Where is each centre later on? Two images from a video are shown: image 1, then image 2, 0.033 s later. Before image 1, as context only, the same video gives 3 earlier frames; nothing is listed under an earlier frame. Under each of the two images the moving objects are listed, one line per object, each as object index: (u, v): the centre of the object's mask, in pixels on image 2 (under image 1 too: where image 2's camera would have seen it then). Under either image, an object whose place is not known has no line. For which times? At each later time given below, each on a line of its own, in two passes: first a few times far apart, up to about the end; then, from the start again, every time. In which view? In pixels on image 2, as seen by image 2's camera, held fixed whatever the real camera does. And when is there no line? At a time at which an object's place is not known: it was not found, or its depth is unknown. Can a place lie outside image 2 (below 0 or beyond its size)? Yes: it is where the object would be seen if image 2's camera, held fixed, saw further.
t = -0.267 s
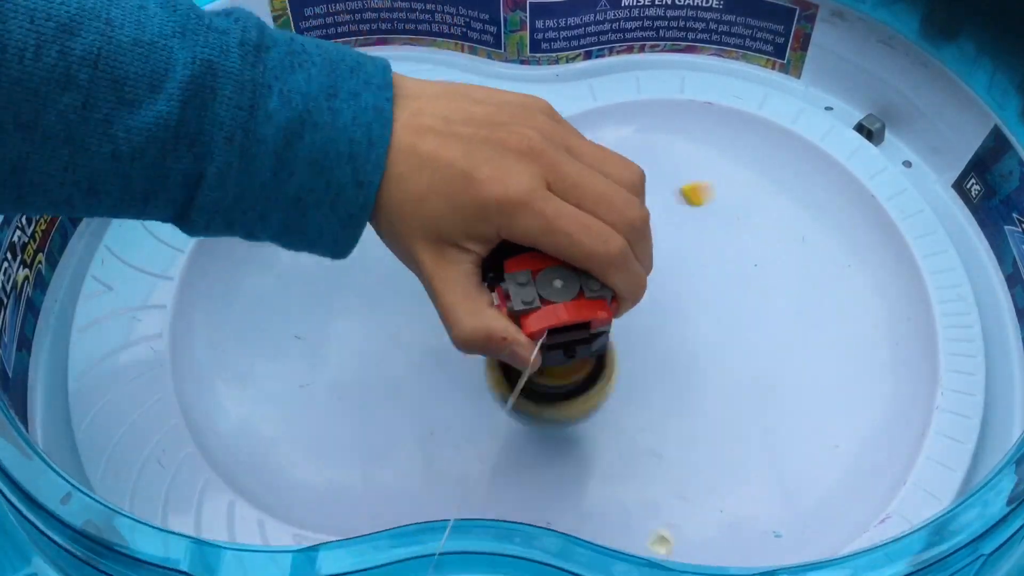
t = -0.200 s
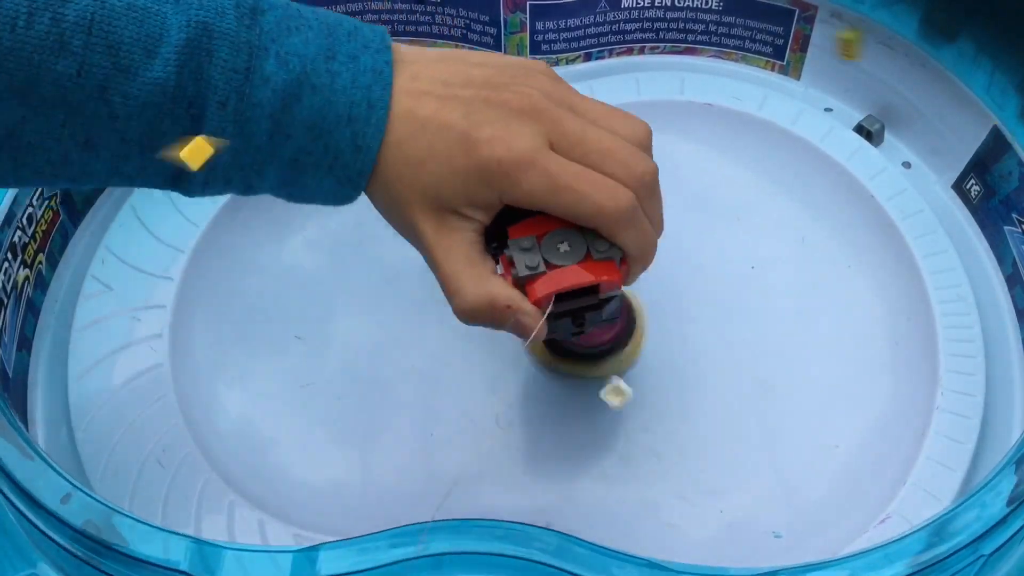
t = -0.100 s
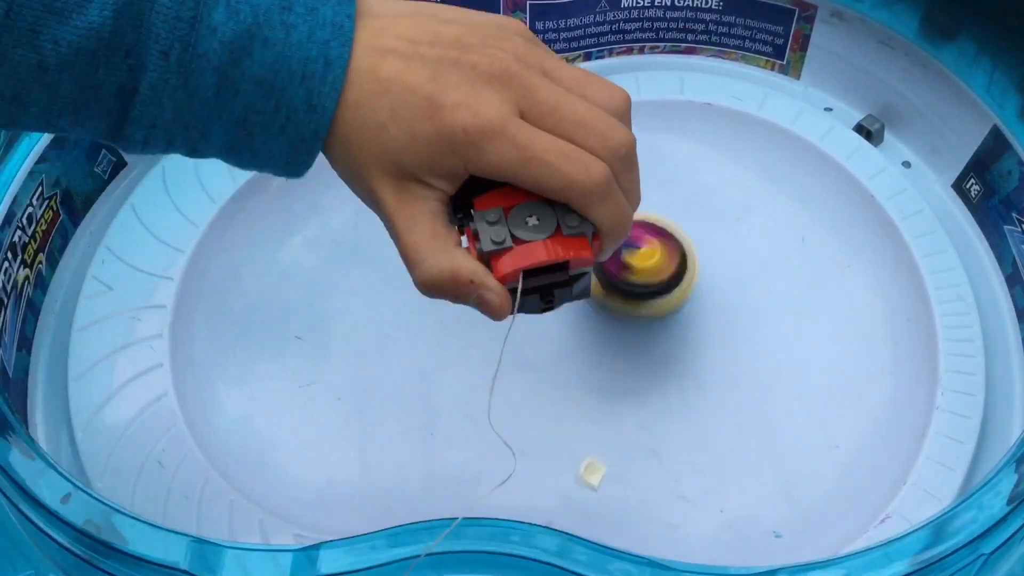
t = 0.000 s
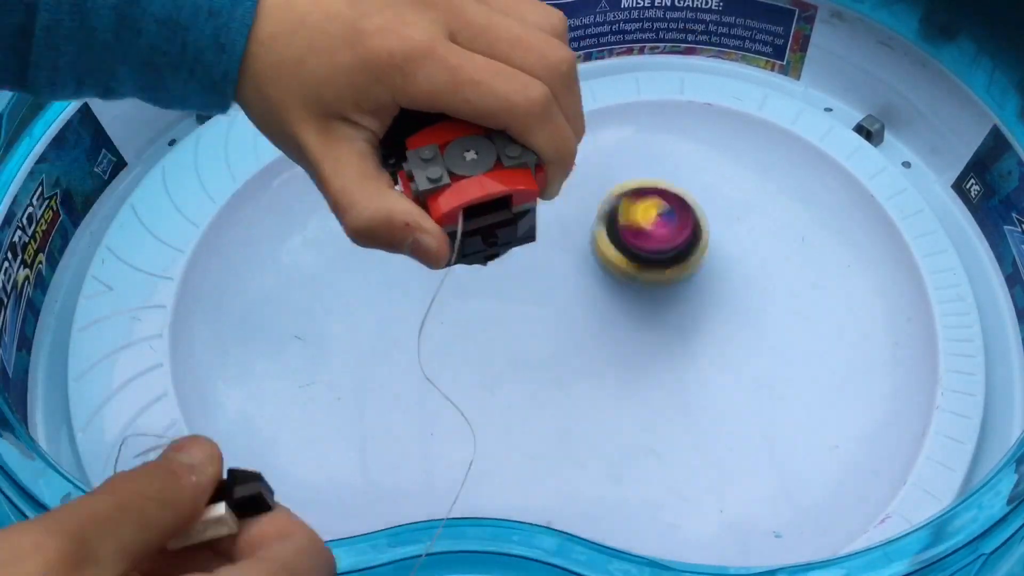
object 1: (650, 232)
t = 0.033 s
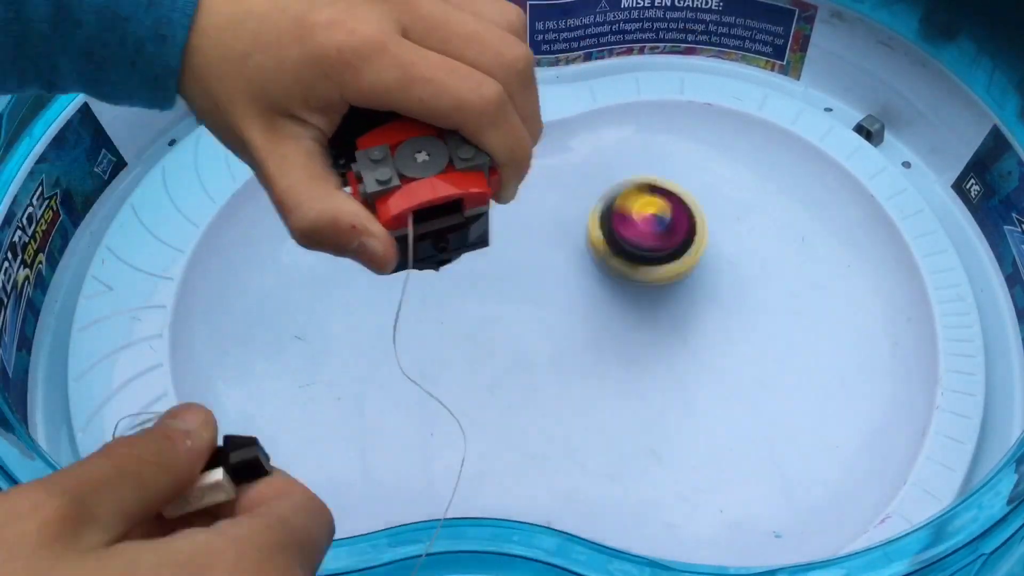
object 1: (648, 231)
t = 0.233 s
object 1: (492, 264)
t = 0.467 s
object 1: (422, 303)
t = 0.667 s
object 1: (511, 355)
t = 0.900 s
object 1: (791, 368)
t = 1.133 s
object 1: (723, 183)
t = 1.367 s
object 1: (304, 232)
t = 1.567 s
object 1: (350, 454)
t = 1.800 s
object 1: (846, 328)
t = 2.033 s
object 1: (650, 157)
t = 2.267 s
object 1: (326, 310)
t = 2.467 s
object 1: (355, 460)
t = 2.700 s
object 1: (662, 386)
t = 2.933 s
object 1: (676, 204)
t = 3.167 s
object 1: (376, 196)
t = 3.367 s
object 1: (285, 405)
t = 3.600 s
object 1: (639, 449)
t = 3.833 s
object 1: (770, 251)
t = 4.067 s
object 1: (493, 196)
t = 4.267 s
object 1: (275, 325)
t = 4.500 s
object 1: (502, 455)
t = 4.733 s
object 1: (761, 363)
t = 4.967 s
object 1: (602, 187)
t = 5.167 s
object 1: (357, 201)
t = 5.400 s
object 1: (313, 423)
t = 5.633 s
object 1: (620, 435)
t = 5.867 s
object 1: (732, 270)
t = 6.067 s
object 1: (568, 189)
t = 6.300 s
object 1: (337, 286)
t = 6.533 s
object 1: (455, 431)
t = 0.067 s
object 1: (636, 235)
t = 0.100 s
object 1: (617, 242)
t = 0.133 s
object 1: (592, 250)
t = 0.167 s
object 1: (561, 258)
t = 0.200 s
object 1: (525, 261)
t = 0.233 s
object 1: (492, 264)
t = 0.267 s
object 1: (465, 268)
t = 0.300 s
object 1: (444, 273)
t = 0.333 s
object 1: (431, 278)
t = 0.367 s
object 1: (424, 285)
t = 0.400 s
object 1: (420, 292)
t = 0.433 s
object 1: (418, 296)
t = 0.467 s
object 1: (422, 303)
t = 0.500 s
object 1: (427, 311)
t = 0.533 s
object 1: (433, 318)
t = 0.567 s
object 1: (445, 330)
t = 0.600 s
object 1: (464, 338)
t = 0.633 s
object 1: (484, 346)
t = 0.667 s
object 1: (511, 355)
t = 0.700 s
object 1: (545, 361)
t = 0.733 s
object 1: (583, 371)
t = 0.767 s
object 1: (630, 378)
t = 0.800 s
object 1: (676, 391)
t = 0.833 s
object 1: (722, 390)
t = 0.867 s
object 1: (763, 383)
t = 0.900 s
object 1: (791, 368)
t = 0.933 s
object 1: (813, 347)
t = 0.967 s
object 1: (823, 326)
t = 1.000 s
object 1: (824, 297)
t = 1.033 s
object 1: (814, 268)
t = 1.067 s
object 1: (794, 239)
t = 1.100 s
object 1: (764, 210)
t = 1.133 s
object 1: (723, 183)
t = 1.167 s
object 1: (674, 164)
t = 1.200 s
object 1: (620, 154)
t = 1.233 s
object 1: (566, 158)
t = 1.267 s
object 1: (506, 171)
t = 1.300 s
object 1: (441, 190)
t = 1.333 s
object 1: (372, 207)
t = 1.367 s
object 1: (304, 232)
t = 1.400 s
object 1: (246, 264)
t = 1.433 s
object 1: (223, 304)
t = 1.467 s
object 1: (216, 355)
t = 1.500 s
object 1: (239, 399)
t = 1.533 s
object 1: (284, 434)
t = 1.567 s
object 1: (350, 454)
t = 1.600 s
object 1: (430, 444)
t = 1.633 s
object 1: (510, 432)
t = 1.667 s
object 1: (586, 419)
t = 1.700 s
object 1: (666, 406)
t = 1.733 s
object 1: (738, 392)
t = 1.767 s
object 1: (796, 363)
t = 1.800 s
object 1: (846, 328)
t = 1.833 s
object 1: (863, 282)
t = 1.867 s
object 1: (837, 241)
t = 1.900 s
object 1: (808, 216)
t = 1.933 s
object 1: (775, 201)
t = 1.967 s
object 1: (738, 183)
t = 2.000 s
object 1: (697, 166)
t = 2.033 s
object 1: (650, 157)
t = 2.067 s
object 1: (599, 163)
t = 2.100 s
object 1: (550, 181)
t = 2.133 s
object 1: (499, 205)
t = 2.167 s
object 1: (445, 230)
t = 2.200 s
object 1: (398, 257)
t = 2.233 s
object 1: (358, 283)
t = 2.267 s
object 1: (326, 310)
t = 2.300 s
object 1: (302, 338)
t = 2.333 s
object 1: (289, 368)
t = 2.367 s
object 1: (288, 396)
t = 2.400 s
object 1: (299, 423)
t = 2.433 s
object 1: (321, 445)
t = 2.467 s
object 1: (355, 460)
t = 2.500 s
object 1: (394, 462)
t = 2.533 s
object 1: (435, 457)
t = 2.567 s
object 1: (476, 442)
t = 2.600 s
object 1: (524, 428)
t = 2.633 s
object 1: (570, 413)
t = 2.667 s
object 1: (618, 398)
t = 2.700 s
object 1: (662, 386)
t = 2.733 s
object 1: (692, 368)
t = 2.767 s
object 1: (718, 345)
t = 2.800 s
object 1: (727, 319)
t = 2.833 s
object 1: (732, 287)
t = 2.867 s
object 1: (720, 258)
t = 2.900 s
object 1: (705, 228)
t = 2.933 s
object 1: (676, 204)
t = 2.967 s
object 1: (645, 184)
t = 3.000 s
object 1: (606, 177)
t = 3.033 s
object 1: (566, 176)
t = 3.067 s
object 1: (519, 180)
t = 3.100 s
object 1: (473, 183)
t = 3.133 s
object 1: (425, 191)
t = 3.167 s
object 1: (376, 196)
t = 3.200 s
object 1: (330, 213)
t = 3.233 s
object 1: (292, 239)
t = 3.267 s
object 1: (266, 275)
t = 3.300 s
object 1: (256, 319)
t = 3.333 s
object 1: (262, 364)
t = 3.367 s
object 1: (285, 405)
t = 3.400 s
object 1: (324, 438)
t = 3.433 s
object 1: (370, 452)
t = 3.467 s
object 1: (426, 454)
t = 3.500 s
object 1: (480, 448)
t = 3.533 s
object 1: (533, 448)
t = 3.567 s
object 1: (585, 447)
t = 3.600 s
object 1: (639, 449)
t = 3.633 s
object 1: (692, 446)
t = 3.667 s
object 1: (735, 431)
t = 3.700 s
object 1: (766, 403)
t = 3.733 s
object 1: (785, 368)
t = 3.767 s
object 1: (791, 329)
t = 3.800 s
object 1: (786, 288)
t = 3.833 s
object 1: (770, 251)
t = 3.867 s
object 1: (746, 218)
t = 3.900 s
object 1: (712, 192)
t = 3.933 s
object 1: (673, 175)
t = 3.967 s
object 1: (629, 169)
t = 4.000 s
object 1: (586, 174)
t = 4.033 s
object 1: (541, 184)
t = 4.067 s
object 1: (493, 196)
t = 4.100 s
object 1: (444, 207)
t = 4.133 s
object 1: (395, 218)
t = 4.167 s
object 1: (352, 234)
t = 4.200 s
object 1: (316, 258)
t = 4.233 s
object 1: (289, 289)
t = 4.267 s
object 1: (275, 325)
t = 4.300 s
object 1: (277, 367)
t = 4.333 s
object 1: (289, 404)
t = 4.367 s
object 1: (316, 434)
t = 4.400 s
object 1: (354, 455)
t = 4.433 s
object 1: (401, 460)
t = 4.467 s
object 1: (451, 458)
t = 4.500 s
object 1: (502, 455)
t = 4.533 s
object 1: (551, 453)
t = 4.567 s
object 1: (600, 454)
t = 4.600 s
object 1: (649, 455)
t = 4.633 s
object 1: (692, 449)
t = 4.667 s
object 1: (725, 425)
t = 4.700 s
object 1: (750, 397)
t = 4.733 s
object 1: (761, 363)
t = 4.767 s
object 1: (758, 325)
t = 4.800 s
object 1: (746, 290)
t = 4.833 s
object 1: (729, 258)
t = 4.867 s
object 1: (705, 228)
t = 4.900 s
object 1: (674, 206)
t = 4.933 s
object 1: (638, 191)
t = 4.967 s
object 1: (602, 187)
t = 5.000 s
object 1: (565, 187)
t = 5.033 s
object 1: (524, 185)
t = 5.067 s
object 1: (482, 187)
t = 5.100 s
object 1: (437, 190)
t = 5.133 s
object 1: (396, 193)
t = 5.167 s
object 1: (357, 201)
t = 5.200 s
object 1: (323, 221)
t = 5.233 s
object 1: (295, 250)
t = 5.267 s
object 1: (274, 283)
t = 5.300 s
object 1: (269, 321)
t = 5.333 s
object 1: (272, 357)
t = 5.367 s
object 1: (286, 391)
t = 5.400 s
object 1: (313, 423)
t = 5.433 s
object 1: (347, 440)
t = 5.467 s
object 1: (391, 445)
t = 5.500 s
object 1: (437, 445)
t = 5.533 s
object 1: (482, 441)
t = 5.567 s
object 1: (529, 437)
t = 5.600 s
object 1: (572, 435)
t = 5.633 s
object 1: (620, 435)
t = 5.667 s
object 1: (660, 431)
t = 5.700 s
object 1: (694, 418)
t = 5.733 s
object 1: (721, 395)
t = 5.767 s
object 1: (735, 367)
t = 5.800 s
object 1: (742, 335)
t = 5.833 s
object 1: (739, 303)
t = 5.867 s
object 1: (732, 270)
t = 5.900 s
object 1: (715, 242)
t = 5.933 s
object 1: (694, 216)
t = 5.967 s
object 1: (666, 198)
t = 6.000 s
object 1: (636, 187)
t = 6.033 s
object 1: (601, 188)
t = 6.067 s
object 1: (568, 189)
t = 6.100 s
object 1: (529, 195)
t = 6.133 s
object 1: (492, 199)
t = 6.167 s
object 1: (451, 207)
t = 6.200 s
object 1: (414, 216)
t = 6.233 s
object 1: (379, 233)
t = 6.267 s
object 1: (355, 257)
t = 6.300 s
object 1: (337, 286)
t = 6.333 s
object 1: (330, 317)
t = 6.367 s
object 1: (331, 350)
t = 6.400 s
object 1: (340, 380)
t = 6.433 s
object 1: (359, 404)
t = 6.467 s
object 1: (386, 421)
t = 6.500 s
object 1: (418, 428)
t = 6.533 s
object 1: (455, 431)
